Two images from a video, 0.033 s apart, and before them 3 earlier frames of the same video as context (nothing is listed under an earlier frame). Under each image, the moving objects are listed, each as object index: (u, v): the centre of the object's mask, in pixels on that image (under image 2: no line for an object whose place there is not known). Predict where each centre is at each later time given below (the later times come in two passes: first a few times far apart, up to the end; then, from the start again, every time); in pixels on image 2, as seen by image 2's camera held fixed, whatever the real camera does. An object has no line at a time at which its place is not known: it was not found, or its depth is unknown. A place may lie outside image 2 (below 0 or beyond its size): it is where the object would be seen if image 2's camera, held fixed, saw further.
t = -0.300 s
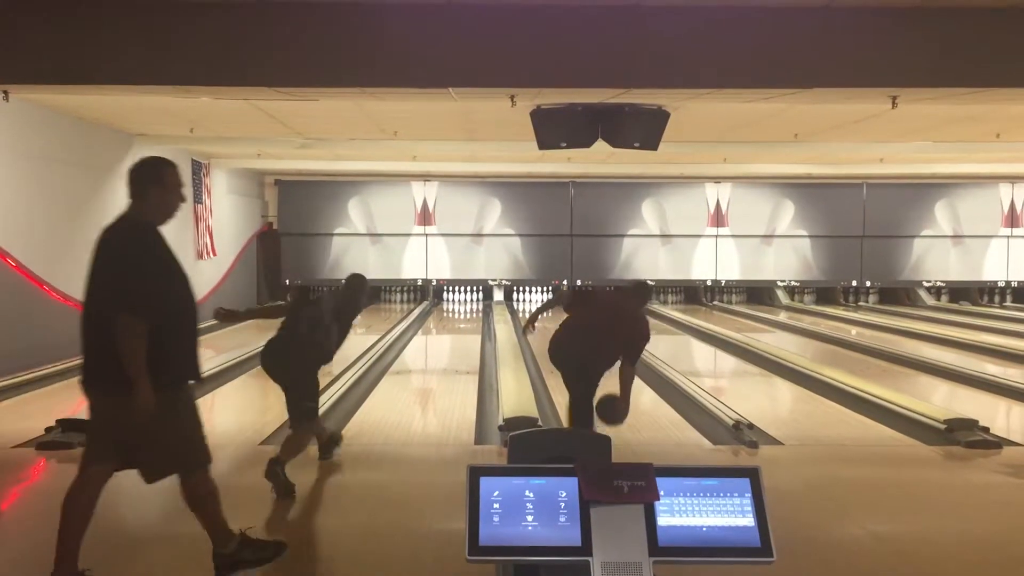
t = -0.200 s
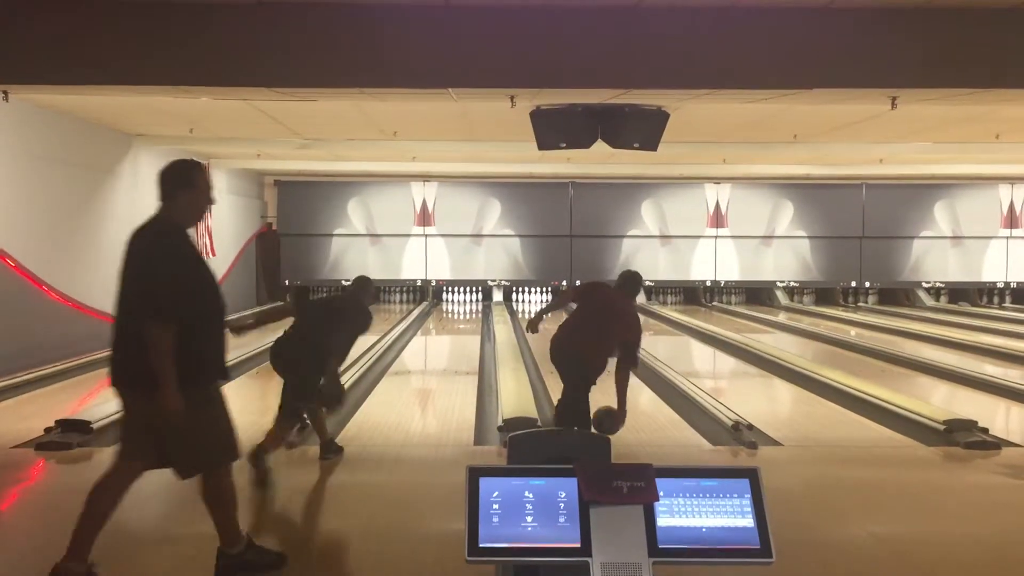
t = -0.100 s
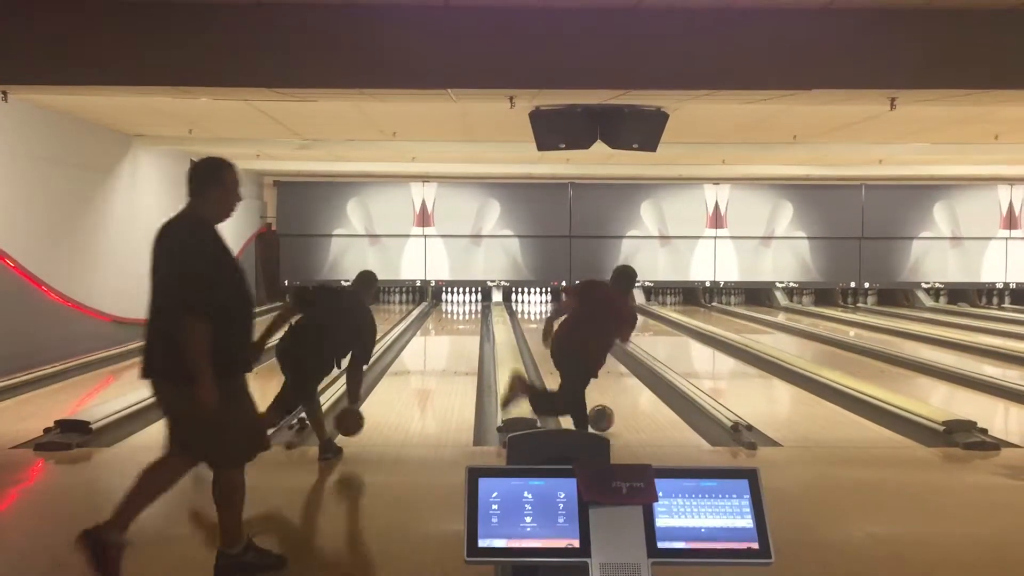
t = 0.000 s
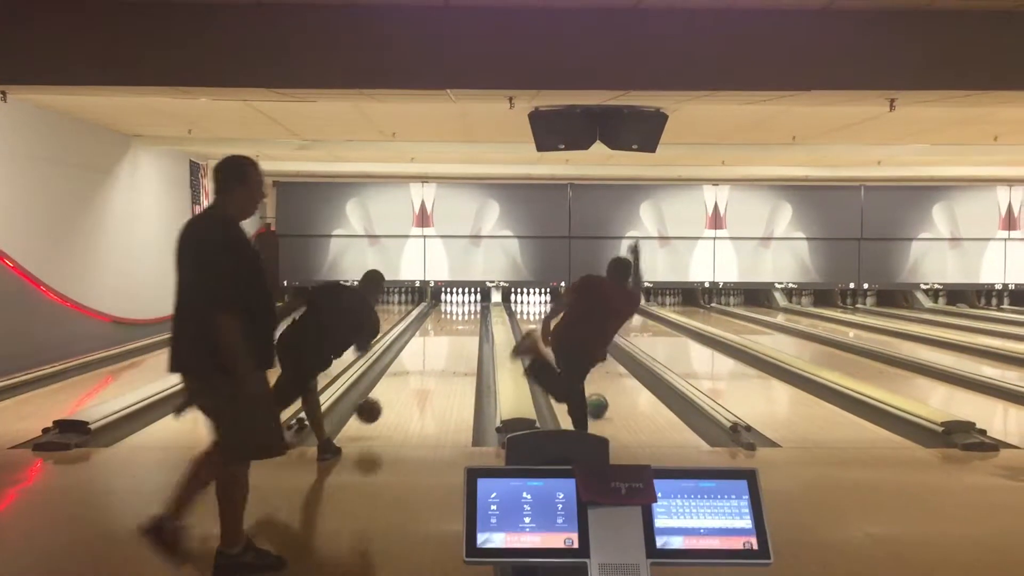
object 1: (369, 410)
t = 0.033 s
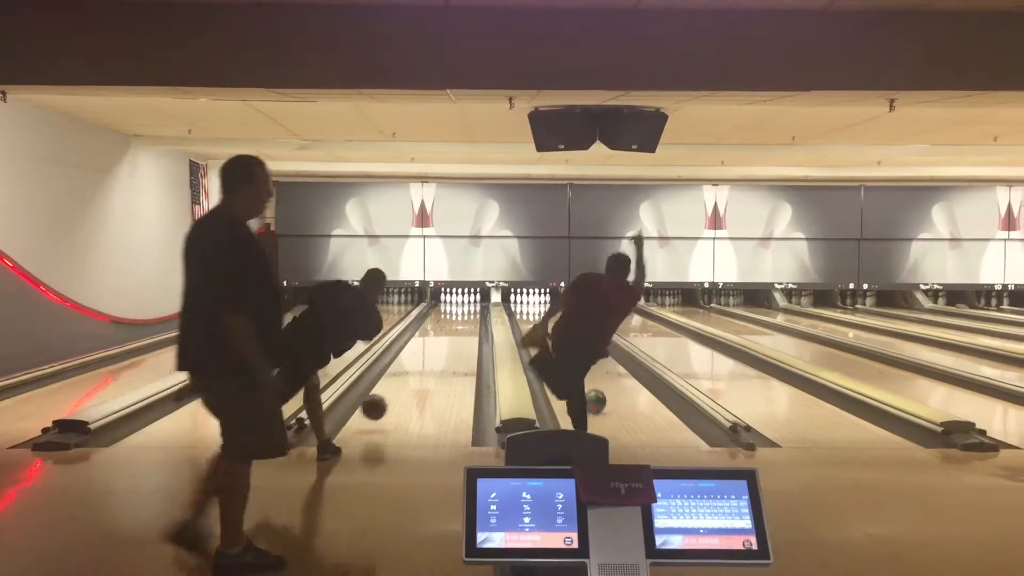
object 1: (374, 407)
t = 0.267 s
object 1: (406, 387)
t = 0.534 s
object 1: (431, 362)
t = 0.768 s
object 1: (447, 347)
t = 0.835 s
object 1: (450, 344)
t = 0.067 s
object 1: (379, 406)
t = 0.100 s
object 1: (384, 406)
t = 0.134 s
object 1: (389, 402)
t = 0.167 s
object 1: (394, 397)
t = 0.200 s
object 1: (398, 394)
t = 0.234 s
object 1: (402, 390)
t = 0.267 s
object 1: (406, 387)
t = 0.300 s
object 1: (410, 383)
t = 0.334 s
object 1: (414, 379)
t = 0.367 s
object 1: (417, 376)
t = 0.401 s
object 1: (420, 373)
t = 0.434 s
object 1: (423, 370)
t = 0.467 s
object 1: (426, 368)
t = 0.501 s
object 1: (429, 365)
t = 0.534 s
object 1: (431, 362)
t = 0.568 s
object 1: (434, 360)
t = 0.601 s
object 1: (436, 357)
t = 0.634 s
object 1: (438, 355)
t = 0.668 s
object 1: (441, 353)
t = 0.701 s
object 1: (443, 351)
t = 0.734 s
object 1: (445, 349)
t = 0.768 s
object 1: (447, 347)
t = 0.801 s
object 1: (449, 345)
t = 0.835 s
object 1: (450, 344)
